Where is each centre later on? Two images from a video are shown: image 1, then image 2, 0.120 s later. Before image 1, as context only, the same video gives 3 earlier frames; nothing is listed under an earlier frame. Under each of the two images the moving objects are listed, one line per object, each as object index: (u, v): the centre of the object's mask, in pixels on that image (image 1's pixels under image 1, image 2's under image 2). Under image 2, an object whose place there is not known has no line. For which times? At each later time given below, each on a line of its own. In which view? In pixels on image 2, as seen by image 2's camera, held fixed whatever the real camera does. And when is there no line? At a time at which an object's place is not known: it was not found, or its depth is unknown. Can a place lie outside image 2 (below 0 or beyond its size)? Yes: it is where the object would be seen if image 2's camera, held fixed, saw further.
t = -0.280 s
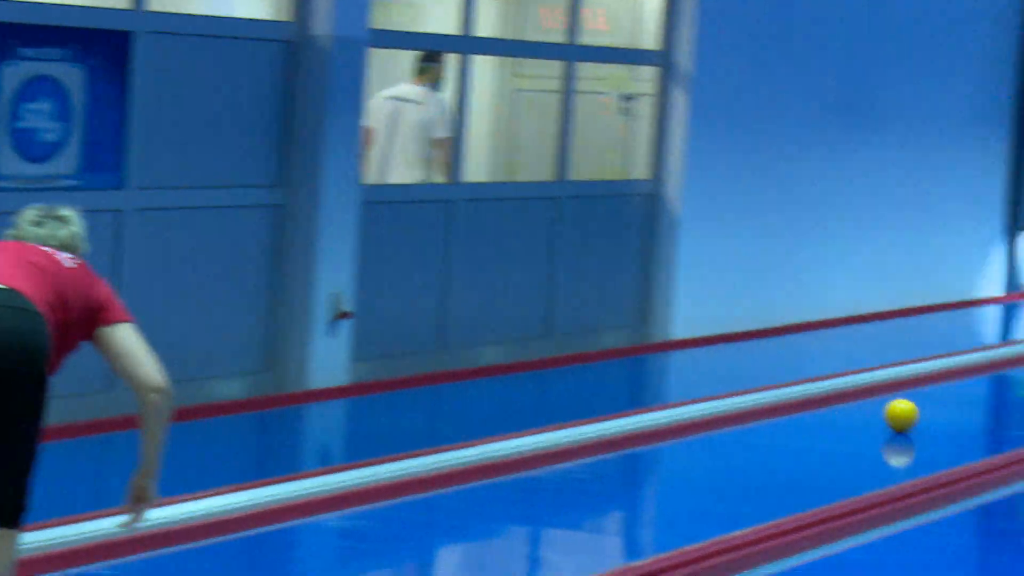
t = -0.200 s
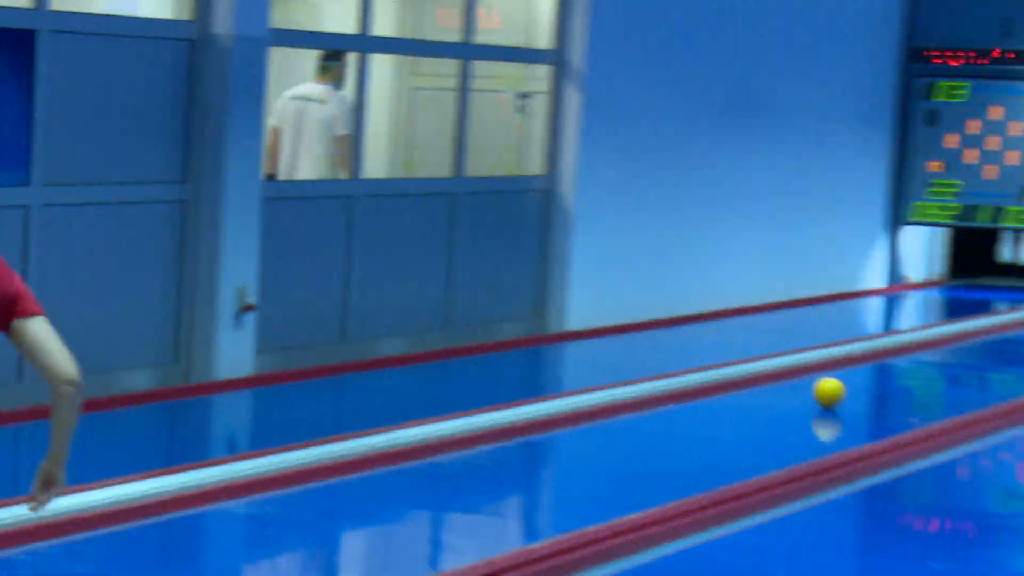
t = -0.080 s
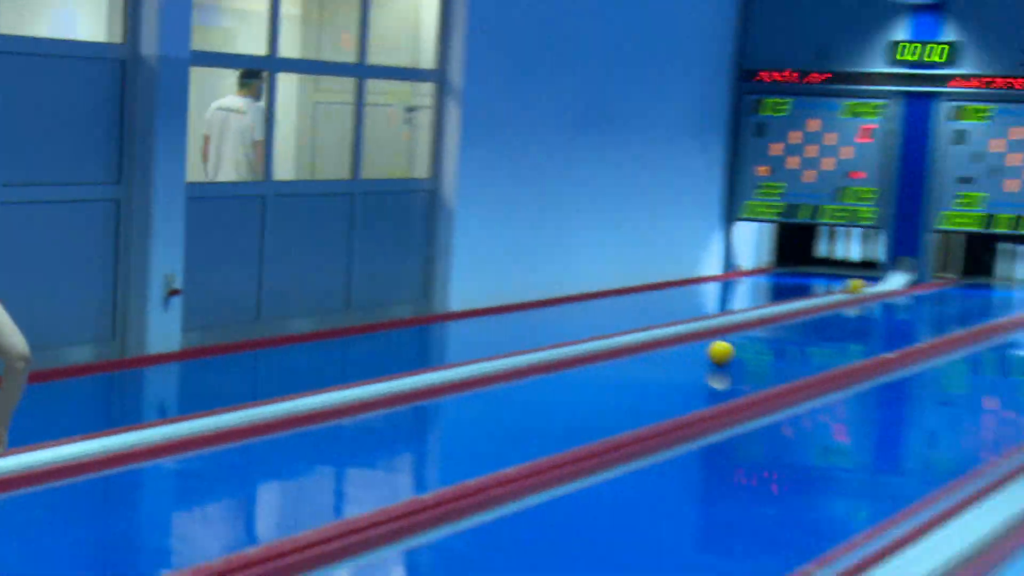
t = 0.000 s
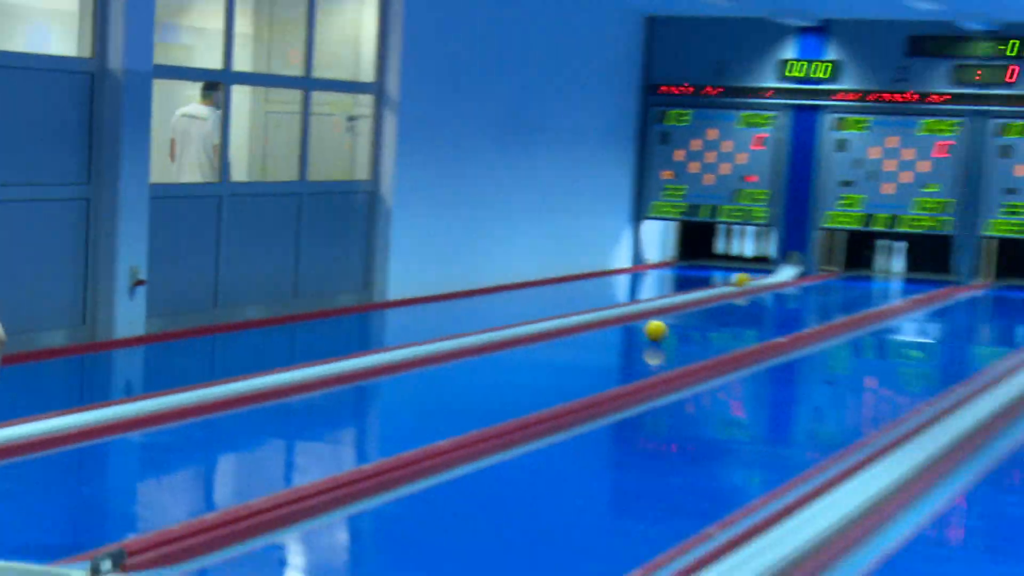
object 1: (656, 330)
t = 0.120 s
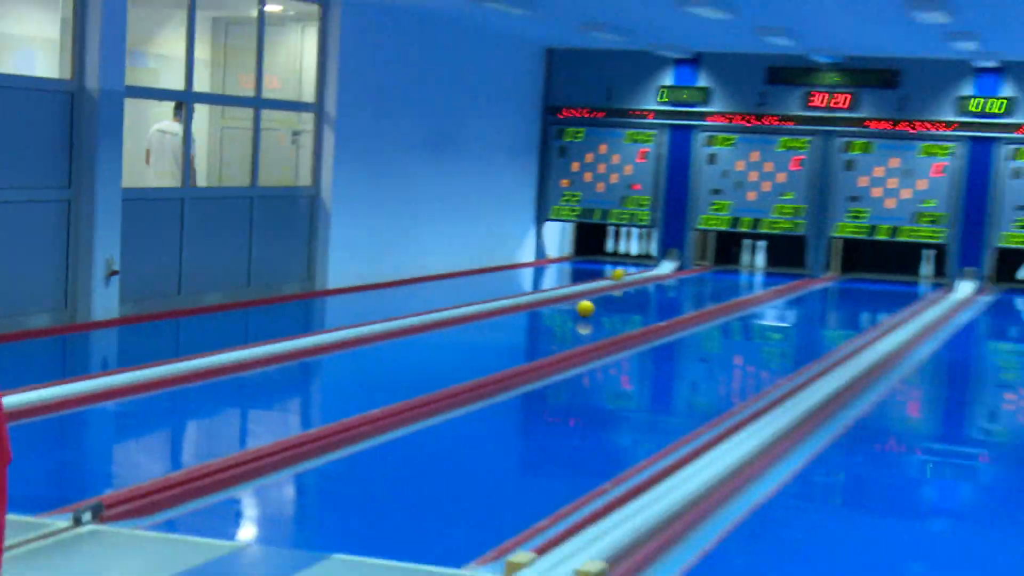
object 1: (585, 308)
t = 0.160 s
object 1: (594, 306)
